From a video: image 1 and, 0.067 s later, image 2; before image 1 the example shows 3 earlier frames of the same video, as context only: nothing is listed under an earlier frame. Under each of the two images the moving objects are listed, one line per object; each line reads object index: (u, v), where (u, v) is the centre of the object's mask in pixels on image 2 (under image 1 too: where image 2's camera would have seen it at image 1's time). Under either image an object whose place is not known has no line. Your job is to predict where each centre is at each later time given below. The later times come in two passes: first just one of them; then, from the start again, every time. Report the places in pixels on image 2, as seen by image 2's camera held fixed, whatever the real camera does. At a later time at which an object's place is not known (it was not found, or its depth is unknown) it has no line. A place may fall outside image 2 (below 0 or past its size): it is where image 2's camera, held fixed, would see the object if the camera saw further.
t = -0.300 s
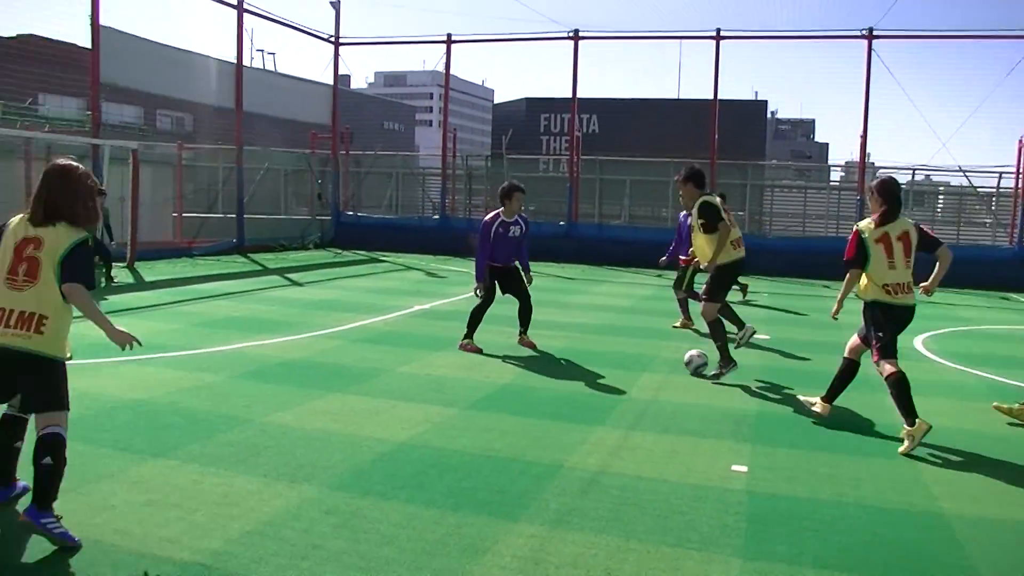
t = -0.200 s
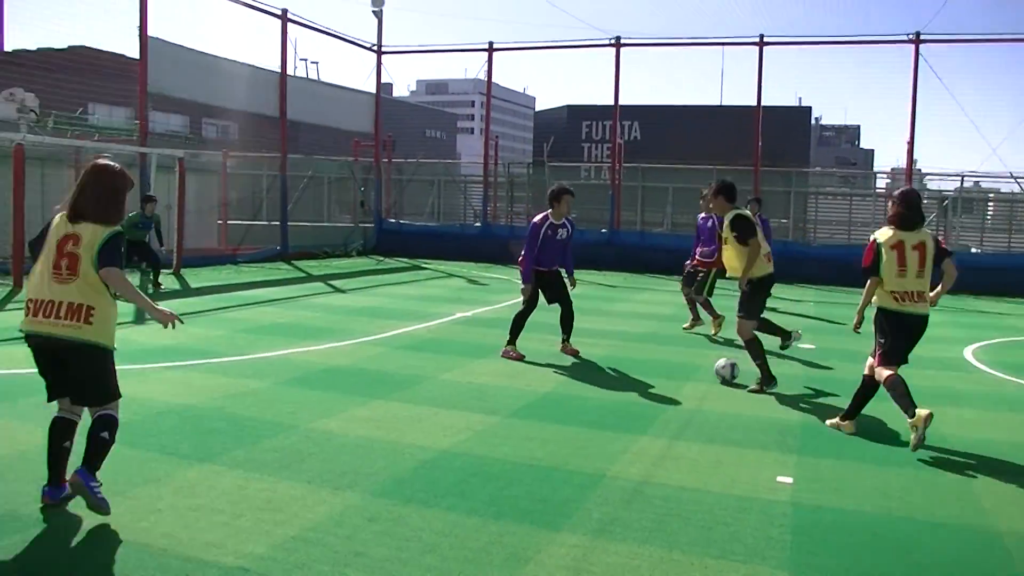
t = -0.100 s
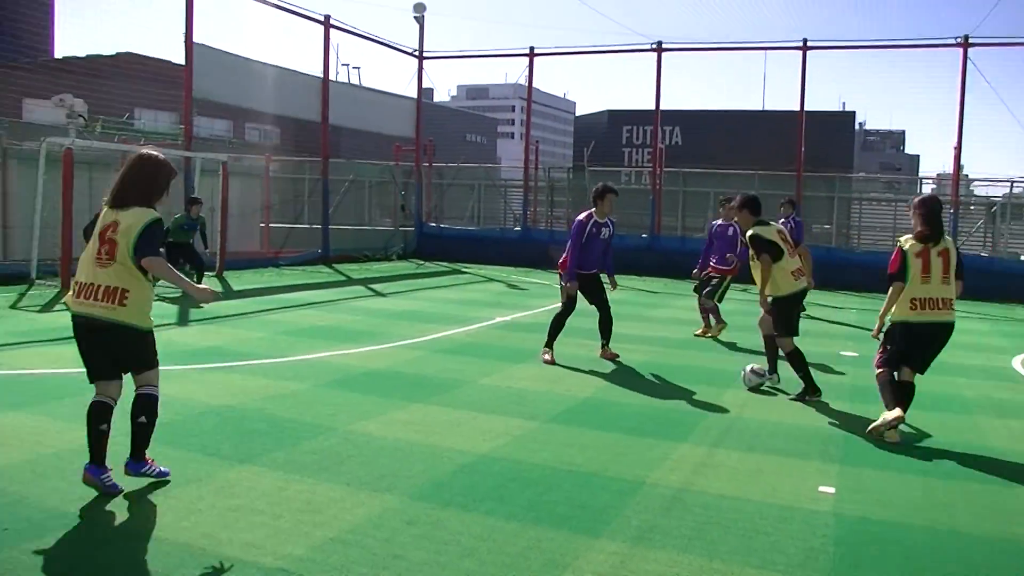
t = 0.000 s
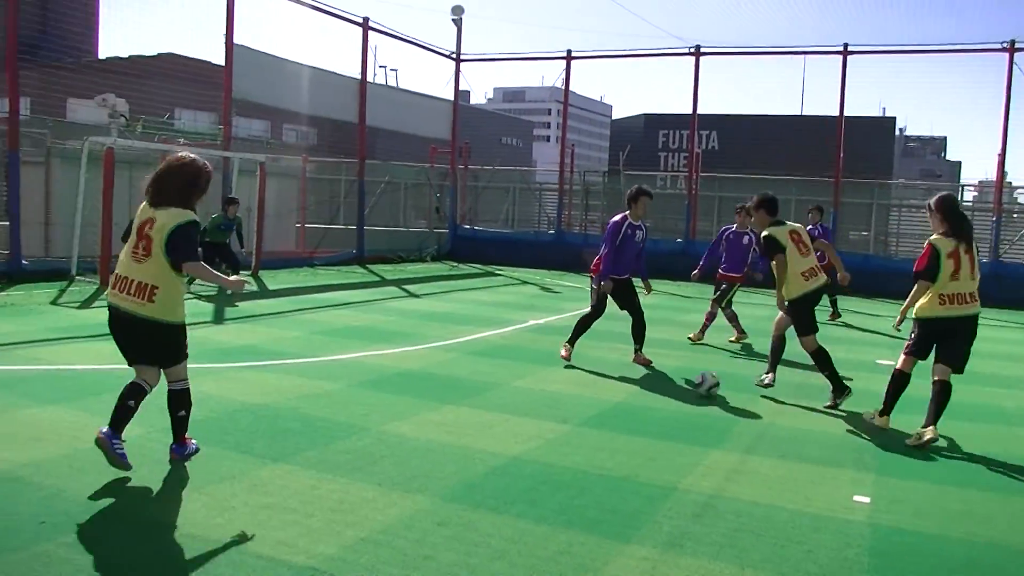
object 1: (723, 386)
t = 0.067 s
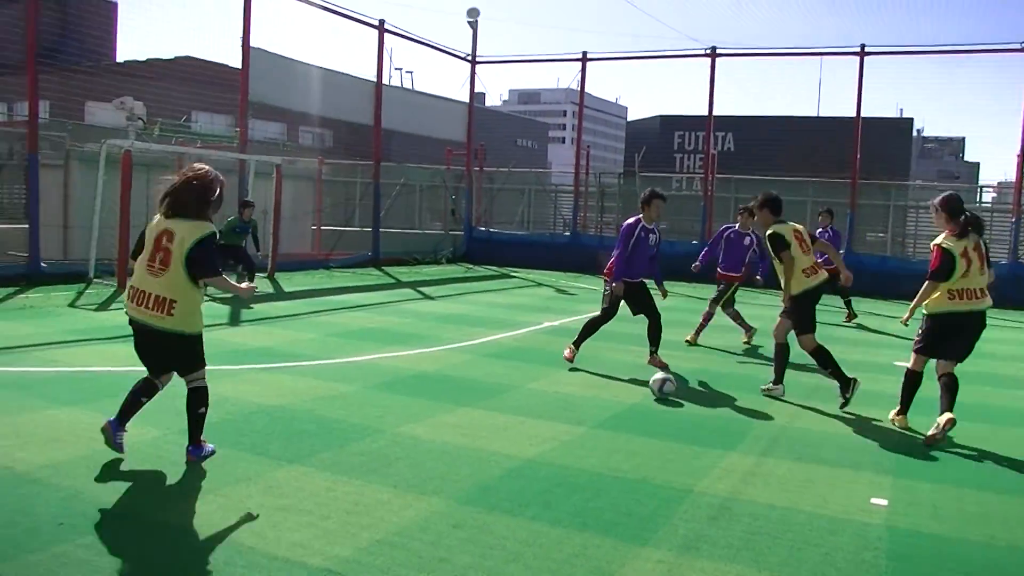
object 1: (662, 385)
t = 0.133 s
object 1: (603, 385)
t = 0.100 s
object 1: (633, 385)
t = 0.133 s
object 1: (603, 385)
